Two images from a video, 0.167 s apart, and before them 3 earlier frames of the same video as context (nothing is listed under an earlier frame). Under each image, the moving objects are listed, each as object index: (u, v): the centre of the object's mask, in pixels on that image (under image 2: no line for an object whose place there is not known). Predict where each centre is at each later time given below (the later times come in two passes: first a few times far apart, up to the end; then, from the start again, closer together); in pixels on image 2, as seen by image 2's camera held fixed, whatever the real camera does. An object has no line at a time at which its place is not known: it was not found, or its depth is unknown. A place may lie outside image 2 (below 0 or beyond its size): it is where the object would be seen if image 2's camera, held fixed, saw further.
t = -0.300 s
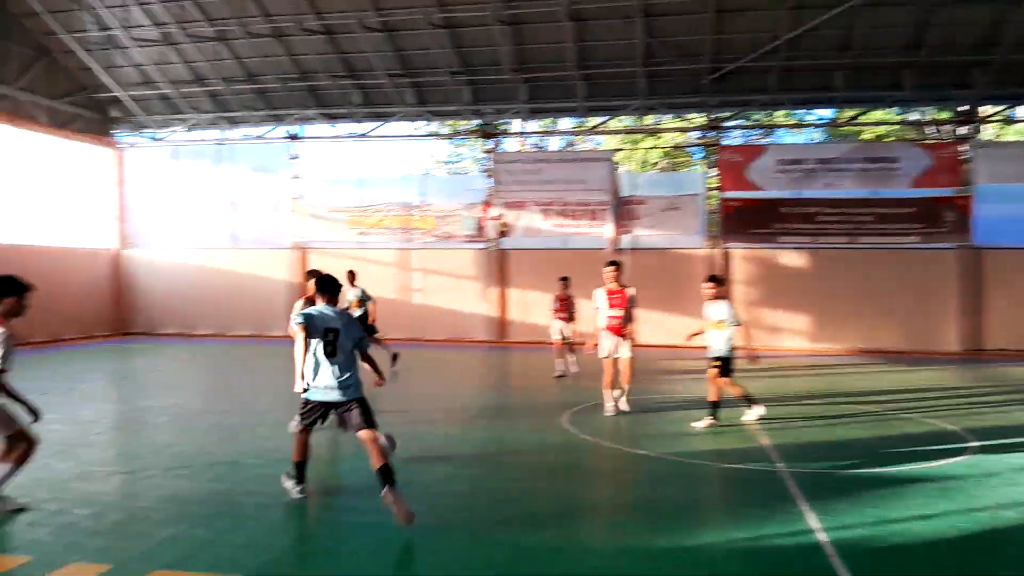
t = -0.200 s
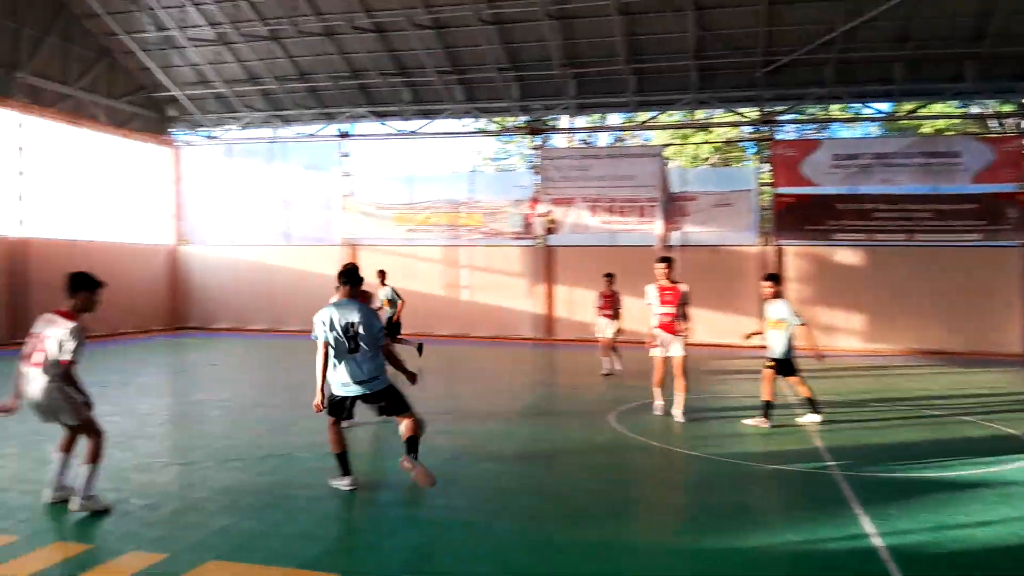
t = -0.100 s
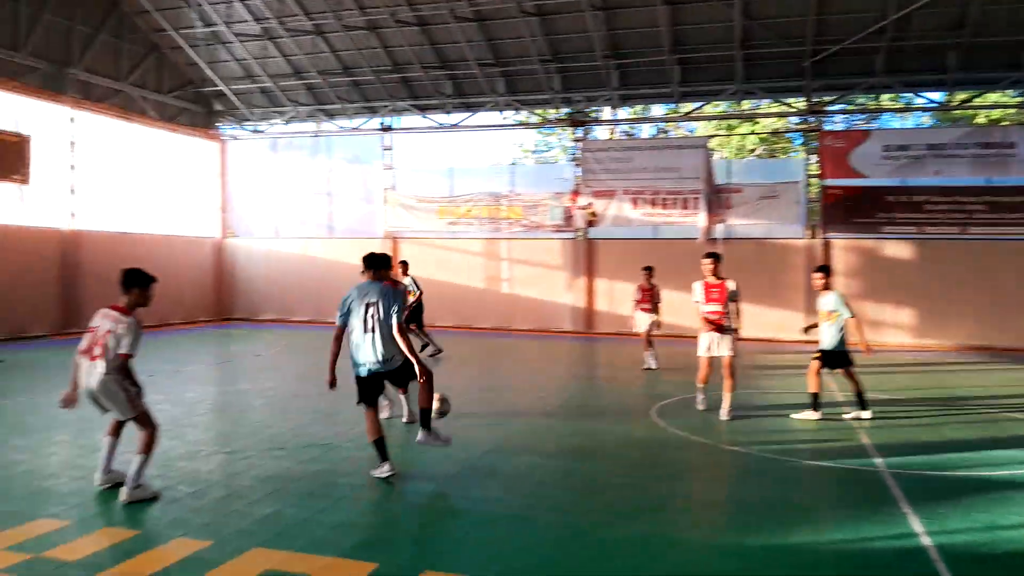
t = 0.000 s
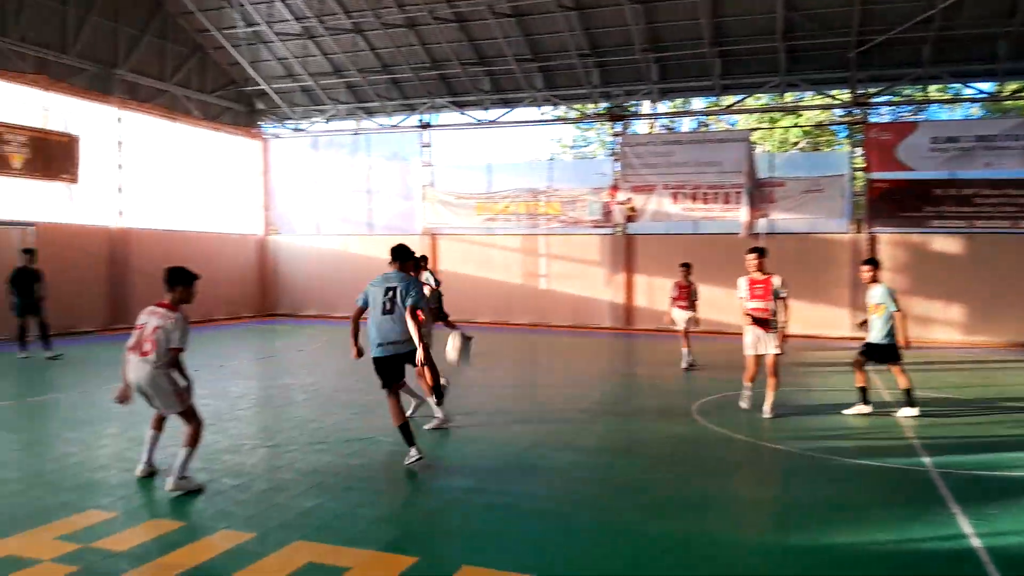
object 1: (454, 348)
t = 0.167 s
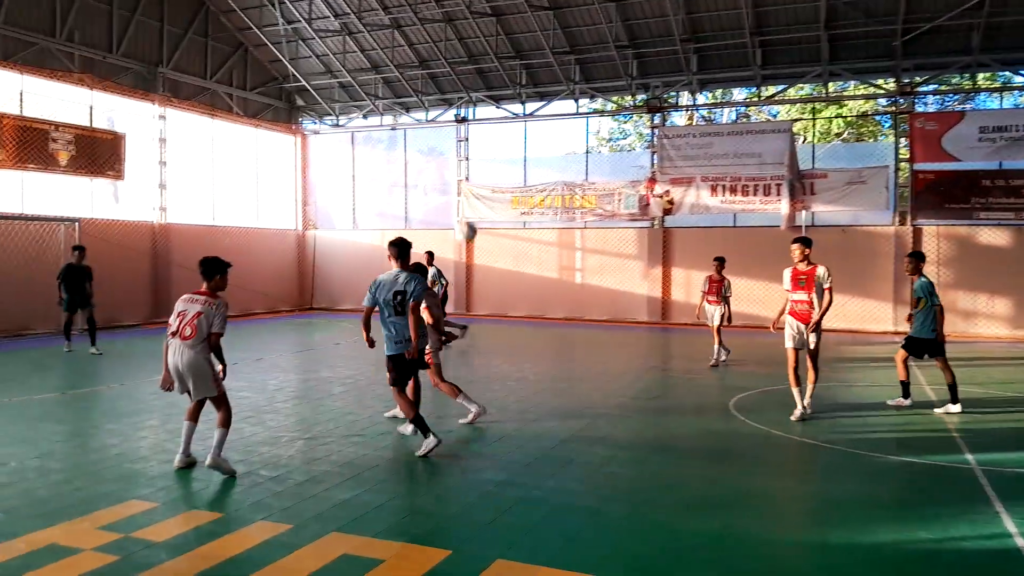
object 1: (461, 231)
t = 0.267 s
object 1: (446, 189)
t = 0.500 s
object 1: (418, 134)
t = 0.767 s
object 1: (391, 139)
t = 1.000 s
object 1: (371, 184)
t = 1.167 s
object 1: (363, 235)
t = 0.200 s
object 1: (455, 213)
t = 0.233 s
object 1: (450, 203)
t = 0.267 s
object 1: (446, 189)
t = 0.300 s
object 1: (442, 174)
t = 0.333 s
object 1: (439, 166)
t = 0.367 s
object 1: (435, 157)
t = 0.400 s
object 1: (429, 150)
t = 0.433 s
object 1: (426, 144)
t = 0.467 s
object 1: (422, 138)
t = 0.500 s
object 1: (418, 134)
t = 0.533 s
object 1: (414, 131)
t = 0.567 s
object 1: (410, 130)
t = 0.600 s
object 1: (407, 128)
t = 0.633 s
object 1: (407, 128)
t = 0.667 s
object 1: (401, 130)
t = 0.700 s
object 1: (396, 131)
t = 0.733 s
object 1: (394, 134)
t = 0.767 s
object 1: (391, 139)
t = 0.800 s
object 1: (388, 141)
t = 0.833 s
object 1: (387, 148)
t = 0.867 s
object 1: (383, 153)
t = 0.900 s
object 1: (380, 160)
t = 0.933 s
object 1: (377, 167)
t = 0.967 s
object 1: (374, 175)
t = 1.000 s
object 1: (371, 184)
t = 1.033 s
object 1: (372, 194)
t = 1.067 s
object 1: (367, 204)
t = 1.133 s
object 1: (365, 224)
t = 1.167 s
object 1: (363, 235)
